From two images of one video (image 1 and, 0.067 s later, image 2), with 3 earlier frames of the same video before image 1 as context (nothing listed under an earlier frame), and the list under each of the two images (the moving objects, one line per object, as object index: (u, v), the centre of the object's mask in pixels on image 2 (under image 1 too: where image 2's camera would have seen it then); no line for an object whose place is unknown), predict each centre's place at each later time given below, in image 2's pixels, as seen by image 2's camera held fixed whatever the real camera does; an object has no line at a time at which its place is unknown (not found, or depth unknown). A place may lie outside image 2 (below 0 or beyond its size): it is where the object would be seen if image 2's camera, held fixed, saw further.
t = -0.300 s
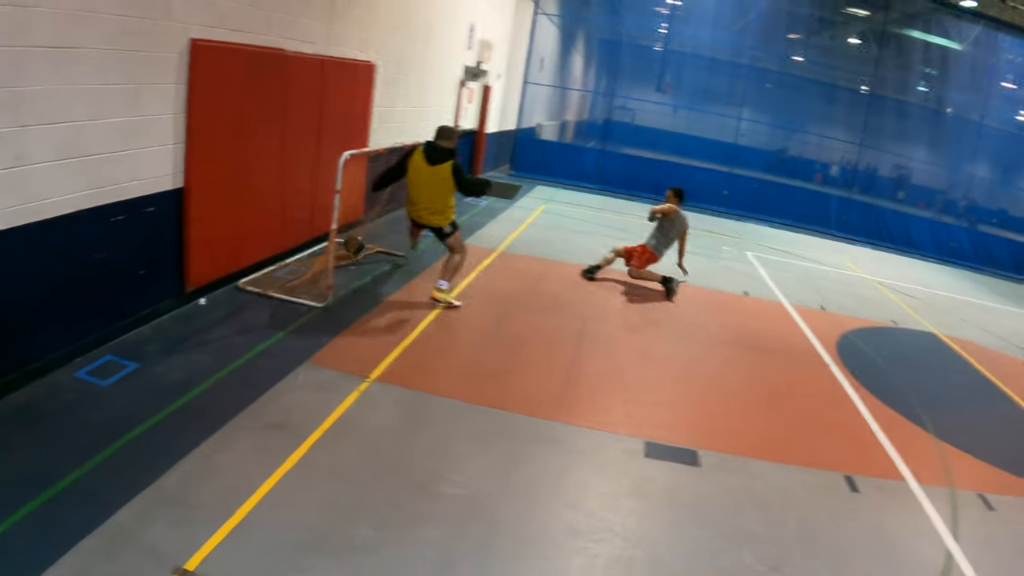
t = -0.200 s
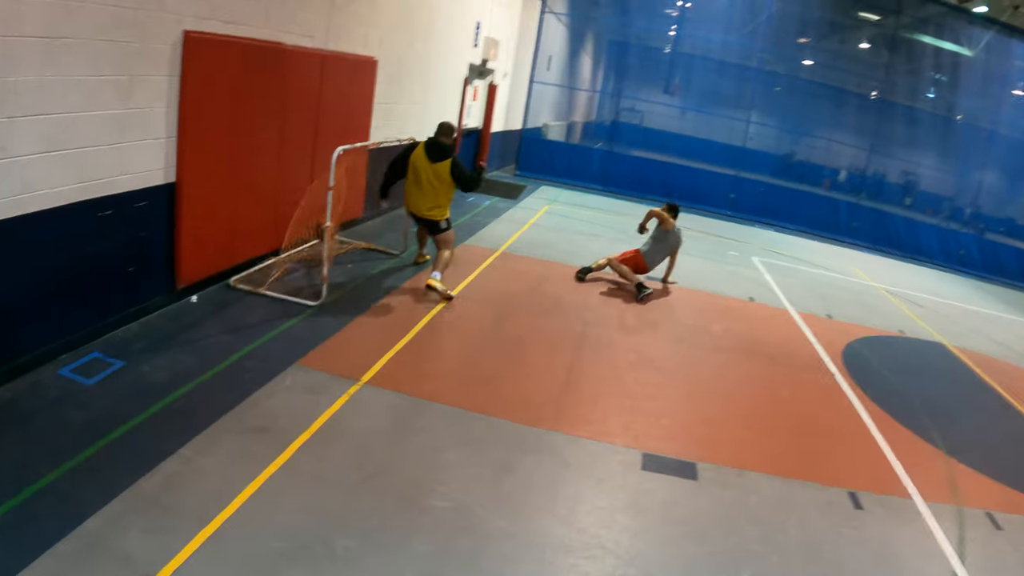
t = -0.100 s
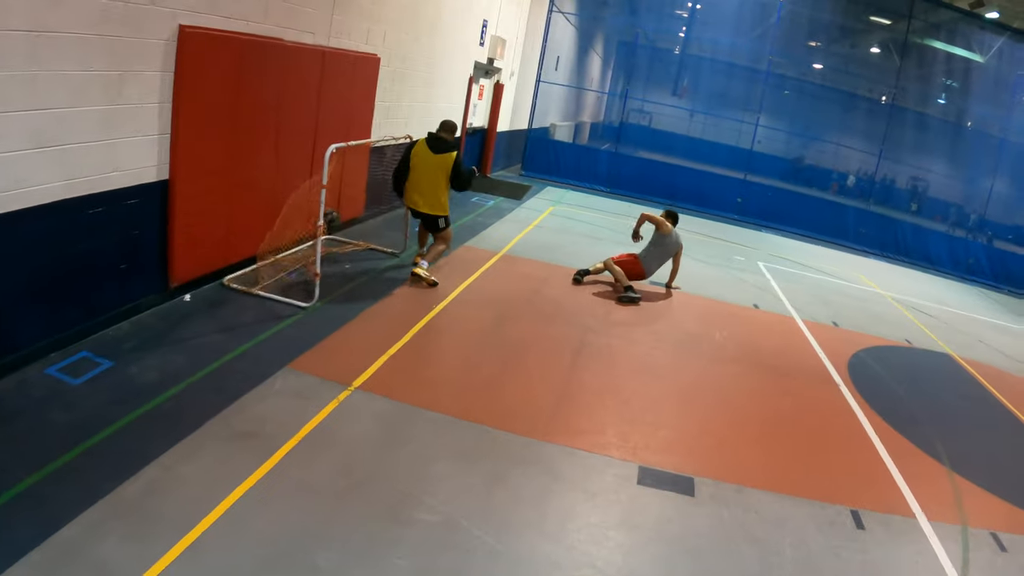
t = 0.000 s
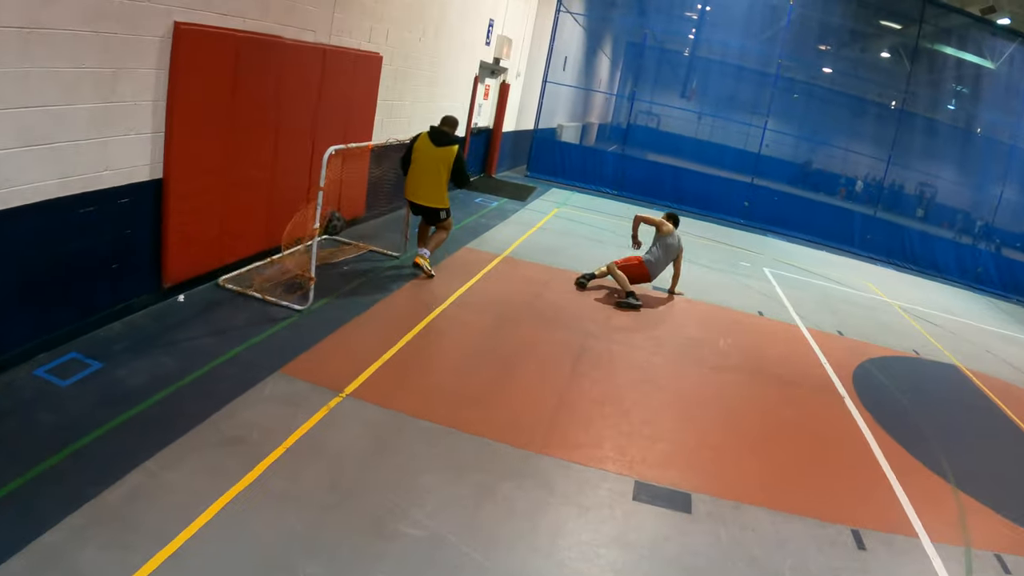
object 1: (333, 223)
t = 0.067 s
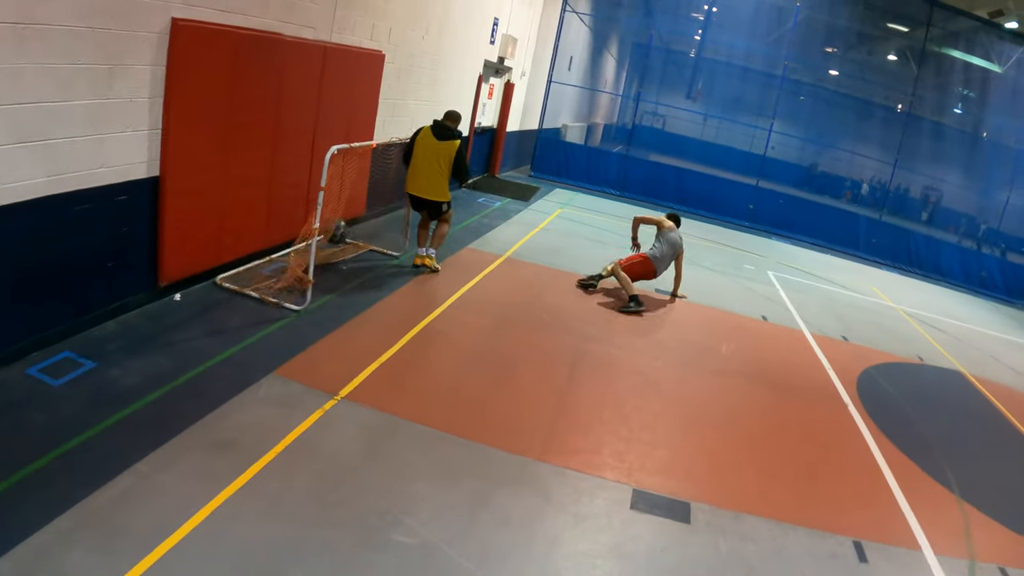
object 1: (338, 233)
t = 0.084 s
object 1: (338, 236)
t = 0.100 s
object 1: (339, 238)
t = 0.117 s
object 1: (339, 242)
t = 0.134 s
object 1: (340, 245)
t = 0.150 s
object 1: (338, 248)
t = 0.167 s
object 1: (339, 253)
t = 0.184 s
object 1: (339, 257)
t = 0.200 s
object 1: (341, 265)
